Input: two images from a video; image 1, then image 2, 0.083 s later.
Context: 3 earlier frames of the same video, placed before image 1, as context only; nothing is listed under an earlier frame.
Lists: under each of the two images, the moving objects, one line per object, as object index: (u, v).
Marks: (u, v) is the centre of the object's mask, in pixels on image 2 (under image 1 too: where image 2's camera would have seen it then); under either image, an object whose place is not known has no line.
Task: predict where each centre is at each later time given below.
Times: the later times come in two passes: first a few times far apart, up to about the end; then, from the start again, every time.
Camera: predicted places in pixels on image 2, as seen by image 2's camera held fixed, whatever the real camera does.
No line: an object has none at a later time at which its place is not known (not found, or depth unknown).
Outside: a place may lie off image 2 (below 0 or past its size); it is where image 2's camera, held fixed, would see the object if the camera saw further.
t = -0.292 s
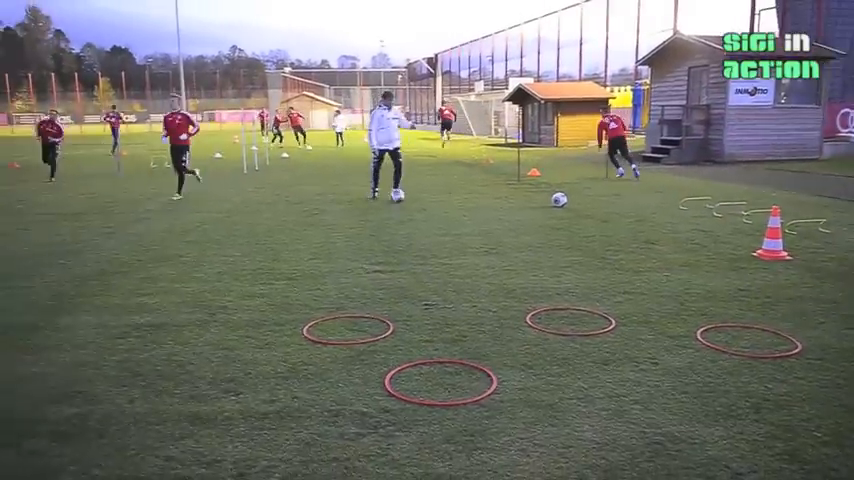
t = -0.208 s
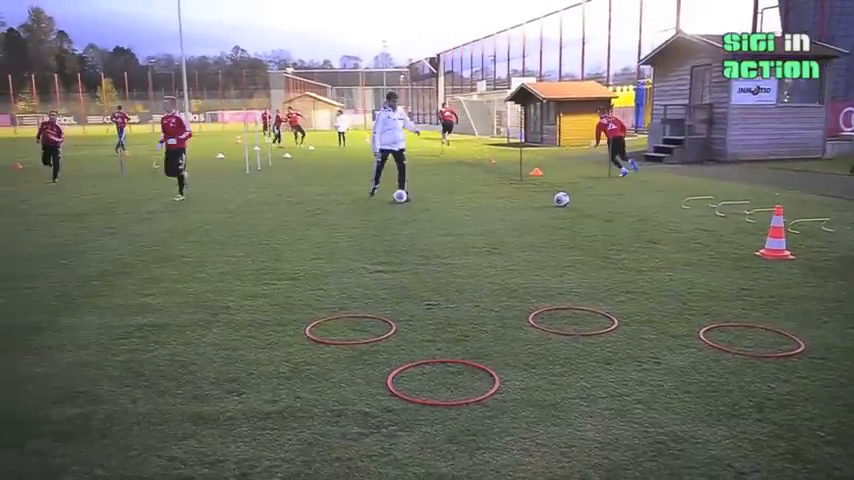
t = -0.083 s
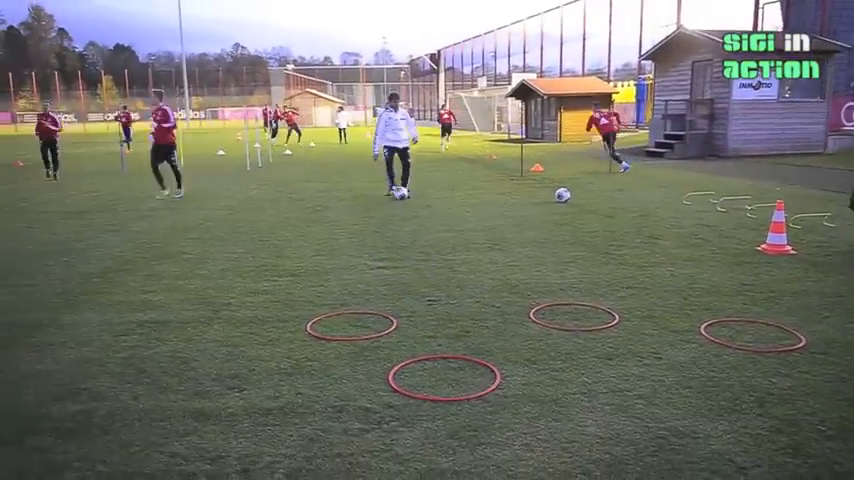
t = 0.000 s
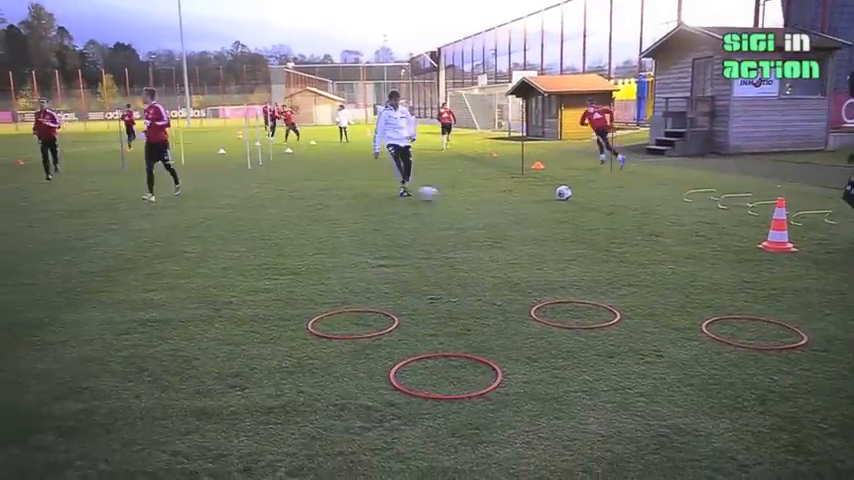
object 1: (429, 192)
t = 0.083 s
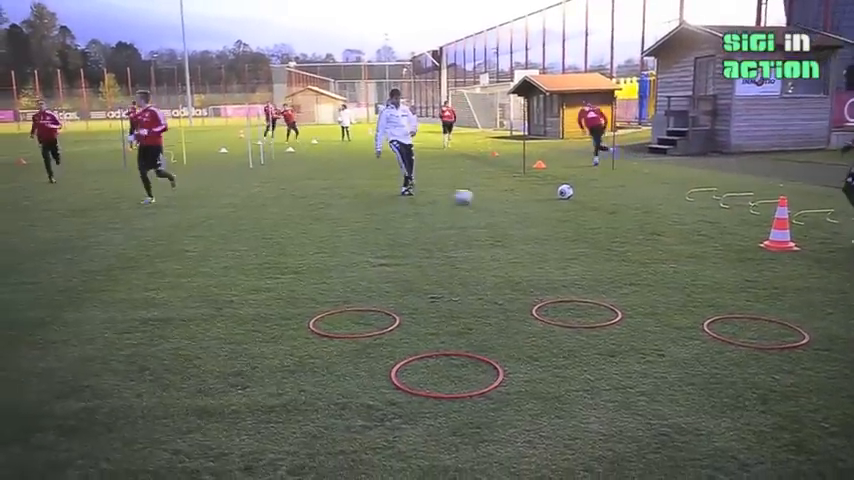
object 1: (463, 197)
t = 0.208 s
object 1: (517, 202)
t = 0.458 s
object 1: (628, 212)
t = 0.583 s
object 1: (688, 220)
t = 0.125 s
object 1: (481, 199)
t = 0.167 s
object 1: (499, 200)
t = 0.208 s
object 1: (517, 202)
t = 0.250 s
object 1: (536, 204)
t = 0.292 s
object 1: (555, 207)
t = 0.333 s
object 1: (575, 207)
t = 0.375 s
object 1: (589, 208)
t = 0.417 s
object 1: (608, 211)
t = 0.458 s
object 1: (628, 212)
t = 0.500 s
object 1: (649, 215)
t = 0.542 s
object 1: (670, 218)
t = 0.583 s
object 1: (688, 220)
